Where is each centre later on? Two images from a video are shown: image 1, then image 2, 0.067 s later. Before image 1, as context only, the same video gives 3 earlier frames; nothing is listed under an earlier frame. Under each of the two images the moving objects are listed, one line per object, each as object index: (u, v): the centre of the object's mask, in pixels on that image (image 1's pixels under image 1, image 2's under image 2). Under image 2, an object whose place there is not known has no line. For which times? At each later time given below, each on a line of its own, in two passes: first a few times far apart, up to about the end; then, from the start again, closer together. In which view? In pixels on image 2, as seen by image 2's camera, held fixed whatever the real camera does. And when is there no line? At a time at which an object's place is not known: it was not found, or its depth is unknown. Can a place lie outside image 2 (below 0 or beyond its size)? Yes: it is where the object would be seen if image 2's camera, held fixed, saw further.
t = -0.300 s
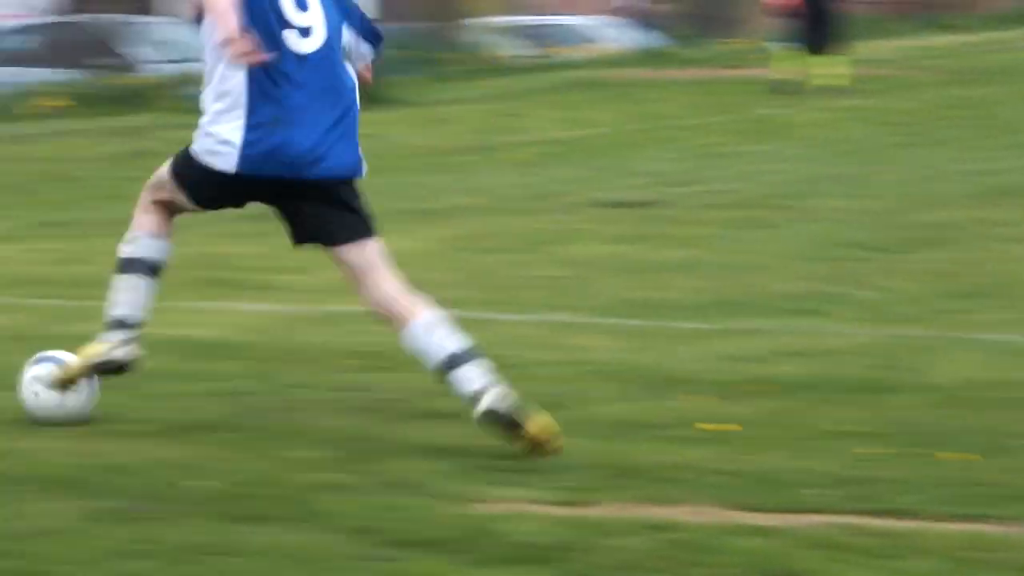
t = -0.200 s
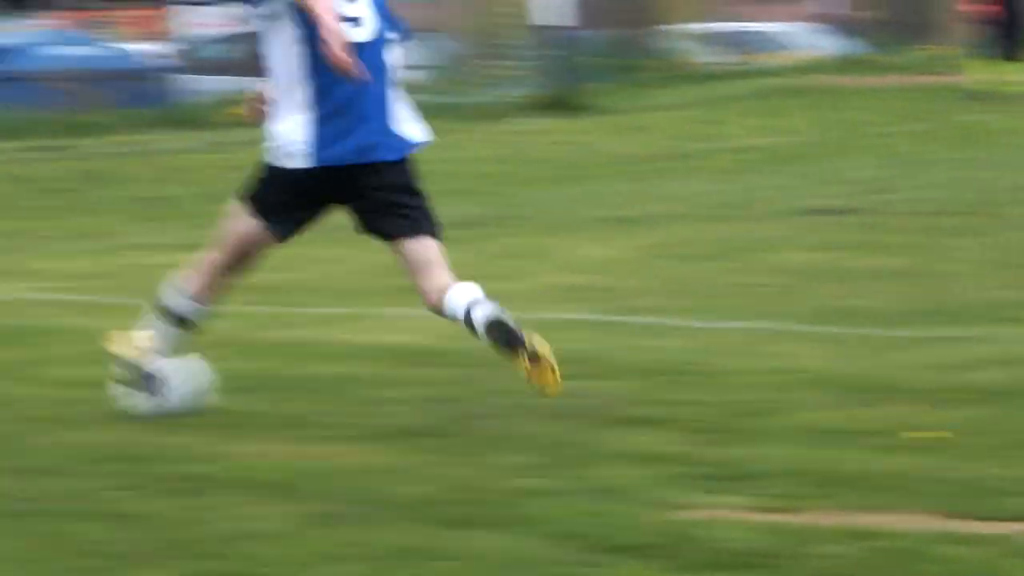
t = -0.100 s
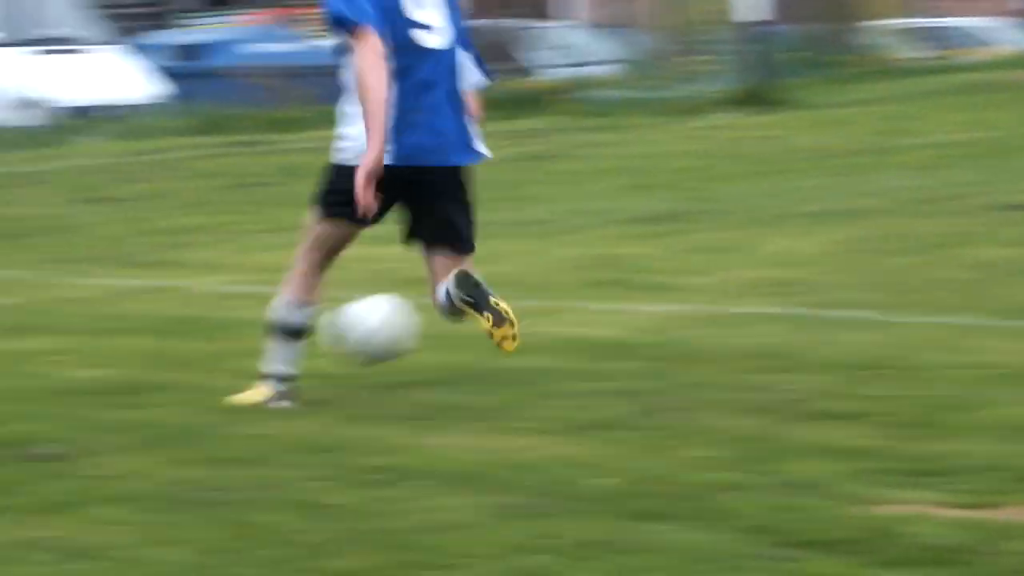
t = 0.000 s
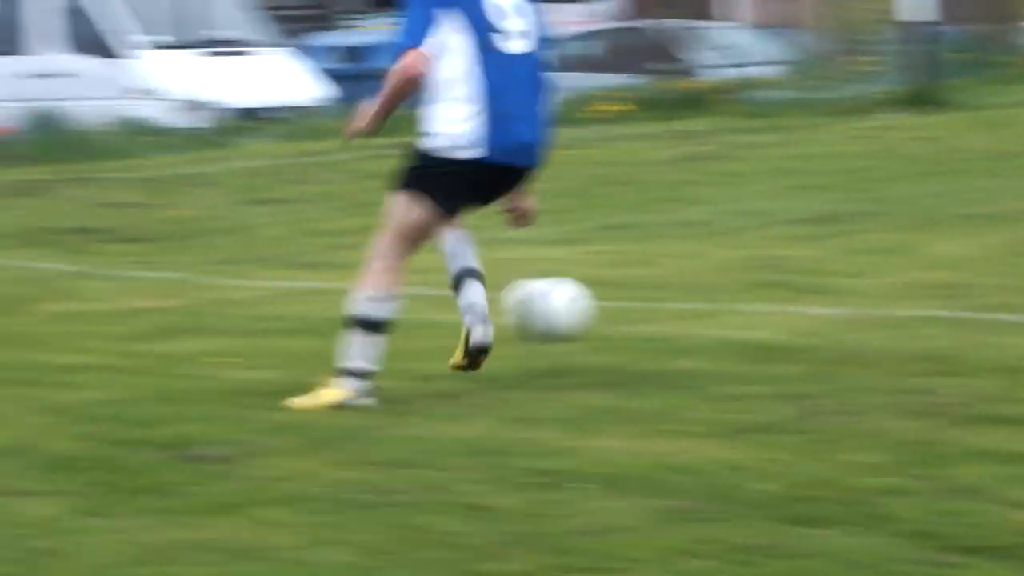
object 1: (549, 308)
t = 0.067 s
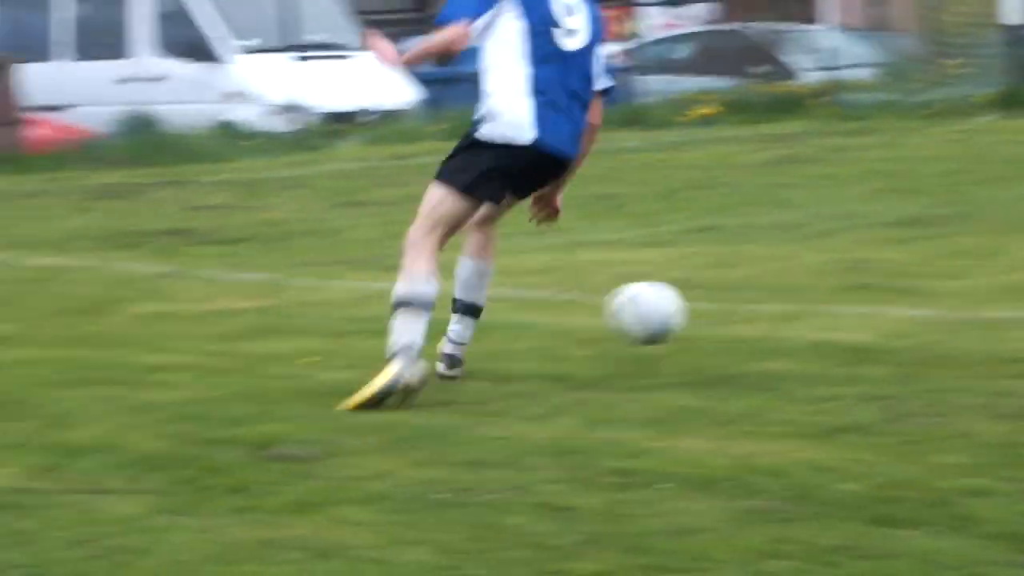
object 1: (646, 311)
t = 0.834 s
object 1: (727, 246)
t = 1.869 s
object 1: (744, 193)
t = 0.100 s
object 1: (654, 317)
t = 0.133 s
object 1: (658, 324)
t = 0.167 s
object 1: (665, 315)
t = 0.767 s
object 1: (724, 254)
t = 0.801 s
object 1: (726, 250)
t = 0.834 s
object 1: (727, 246)
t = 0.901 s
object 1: (730, 243)
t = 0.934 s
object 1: (732, 242)
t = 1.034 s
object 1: (736, 231)
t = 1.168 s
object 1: (741, 227)
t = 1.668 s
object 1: (747, 197)
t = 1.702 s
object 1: (747, 198)
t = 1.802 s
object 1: (745, 195)
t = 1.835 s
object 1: (745, 194)
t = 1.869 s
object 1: (744, 193)
